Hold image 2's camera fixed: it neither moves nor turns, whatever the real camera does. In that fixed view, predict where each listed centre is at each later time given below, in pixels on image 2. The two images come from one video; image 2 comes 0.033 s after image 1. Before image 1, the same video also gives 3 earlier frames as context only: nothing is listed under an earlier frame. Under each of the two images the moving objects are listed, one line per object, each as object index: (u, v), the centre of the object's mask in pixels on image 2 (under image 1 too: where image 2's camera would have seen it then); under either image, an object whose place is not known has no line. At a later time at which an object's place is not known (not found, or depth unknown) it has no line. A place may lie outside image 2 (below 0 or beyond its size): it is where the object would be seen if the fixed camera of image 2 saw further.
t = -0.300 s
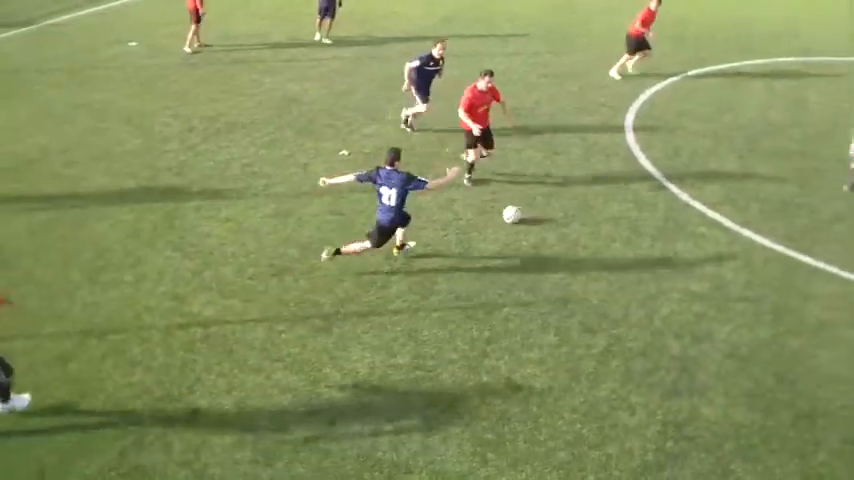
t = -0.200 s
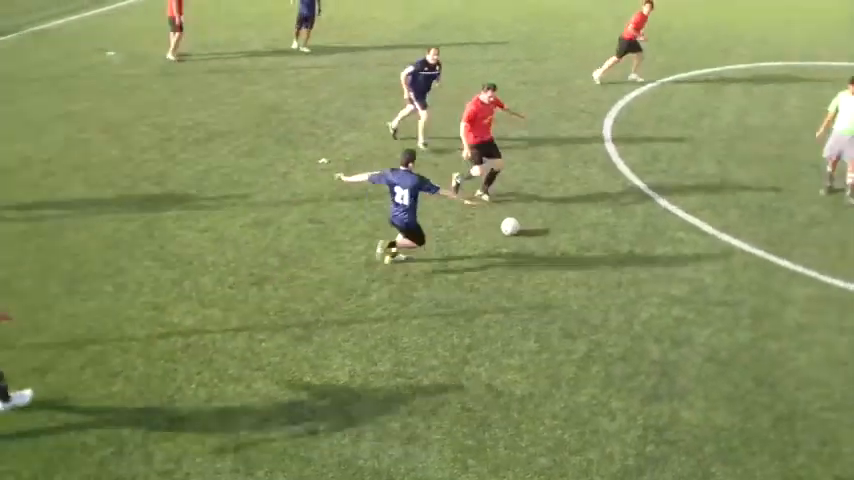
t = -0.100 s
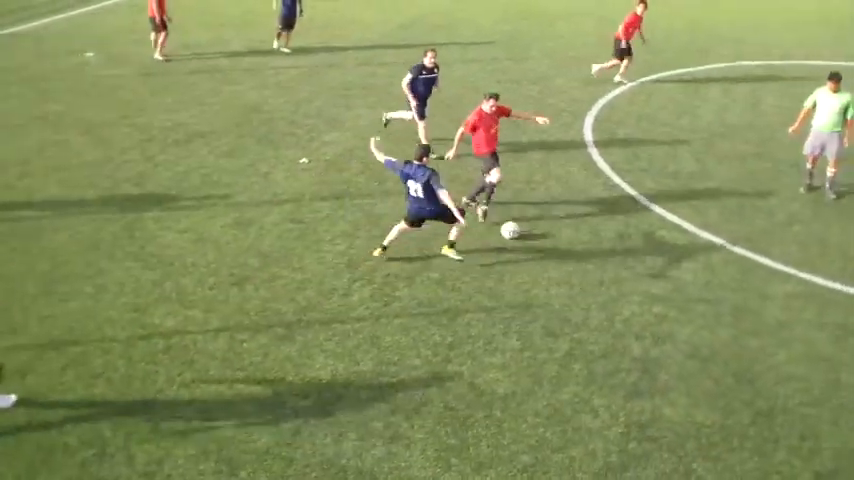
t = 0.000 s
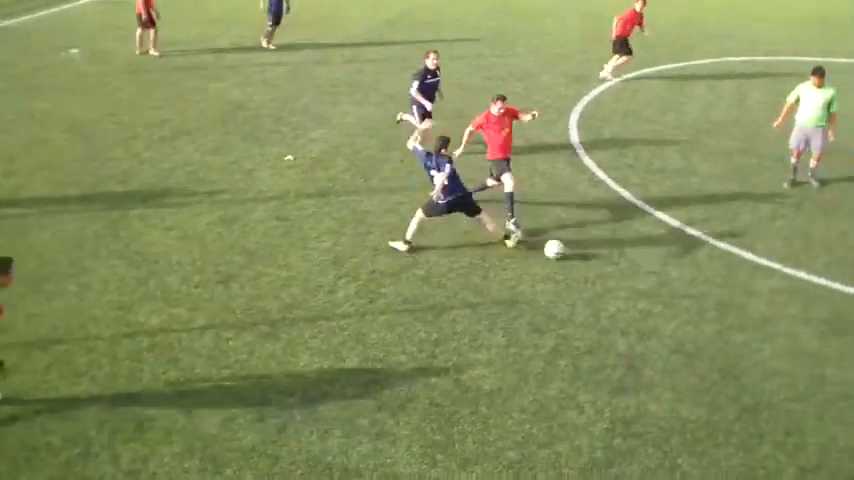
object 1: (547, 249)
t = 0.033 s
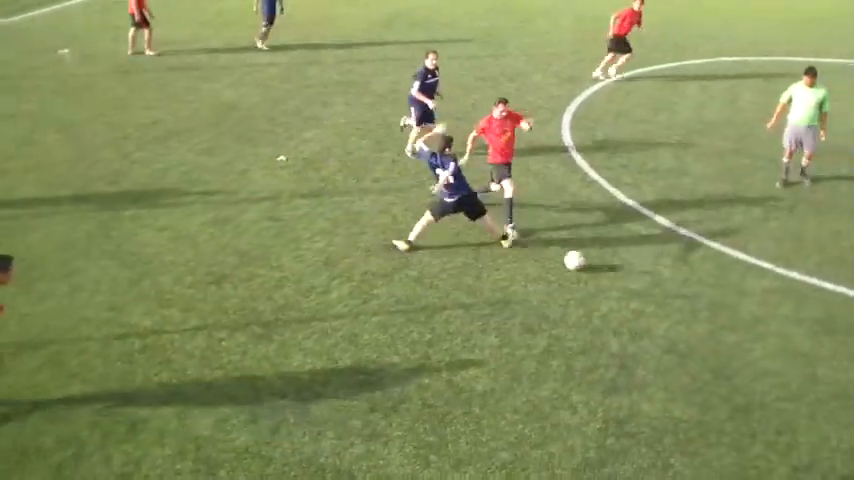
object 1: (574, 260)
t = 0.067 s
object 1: (602, 273)
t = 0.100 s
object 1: (631, 287)
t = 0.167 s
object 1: (689, 309)
